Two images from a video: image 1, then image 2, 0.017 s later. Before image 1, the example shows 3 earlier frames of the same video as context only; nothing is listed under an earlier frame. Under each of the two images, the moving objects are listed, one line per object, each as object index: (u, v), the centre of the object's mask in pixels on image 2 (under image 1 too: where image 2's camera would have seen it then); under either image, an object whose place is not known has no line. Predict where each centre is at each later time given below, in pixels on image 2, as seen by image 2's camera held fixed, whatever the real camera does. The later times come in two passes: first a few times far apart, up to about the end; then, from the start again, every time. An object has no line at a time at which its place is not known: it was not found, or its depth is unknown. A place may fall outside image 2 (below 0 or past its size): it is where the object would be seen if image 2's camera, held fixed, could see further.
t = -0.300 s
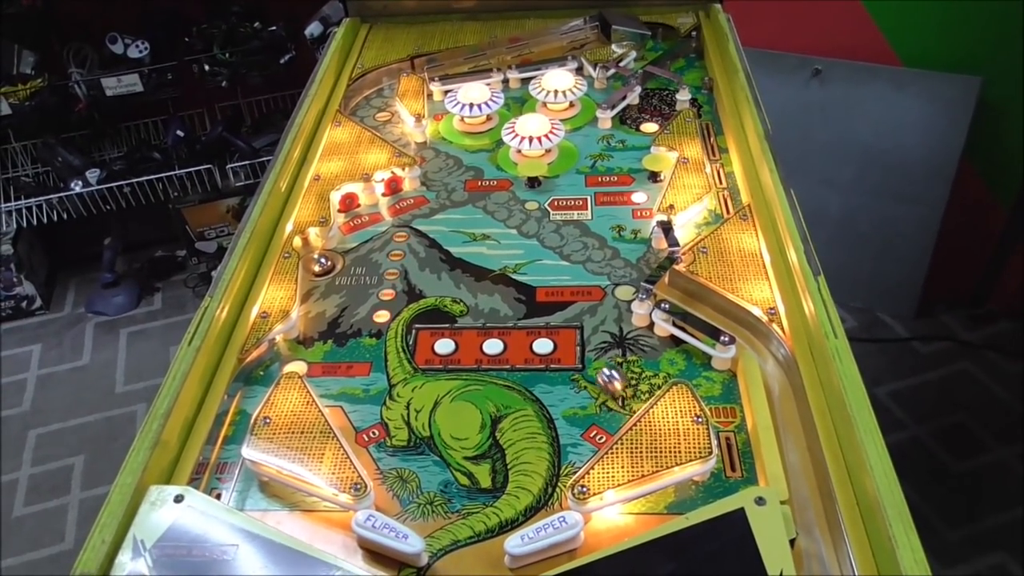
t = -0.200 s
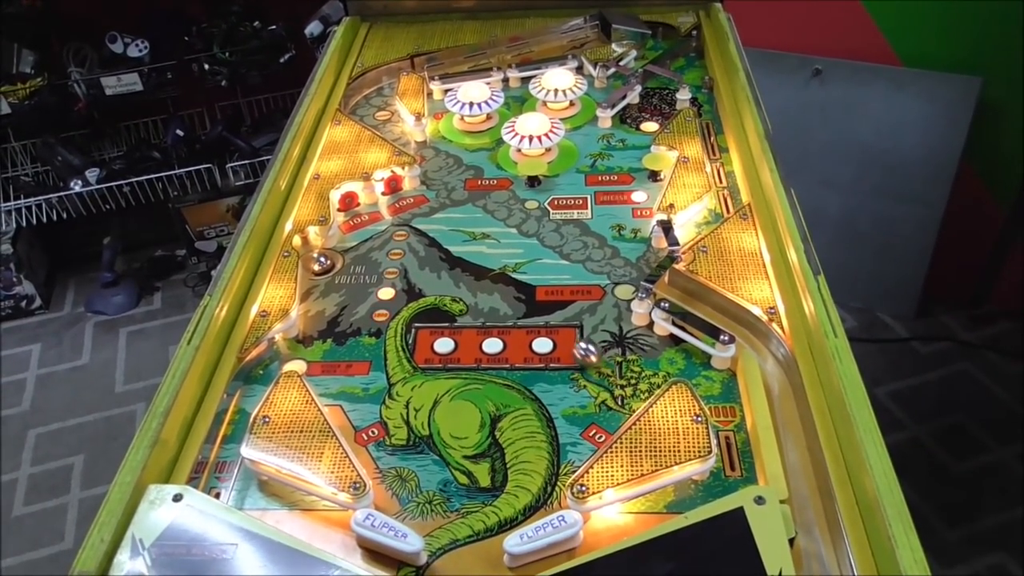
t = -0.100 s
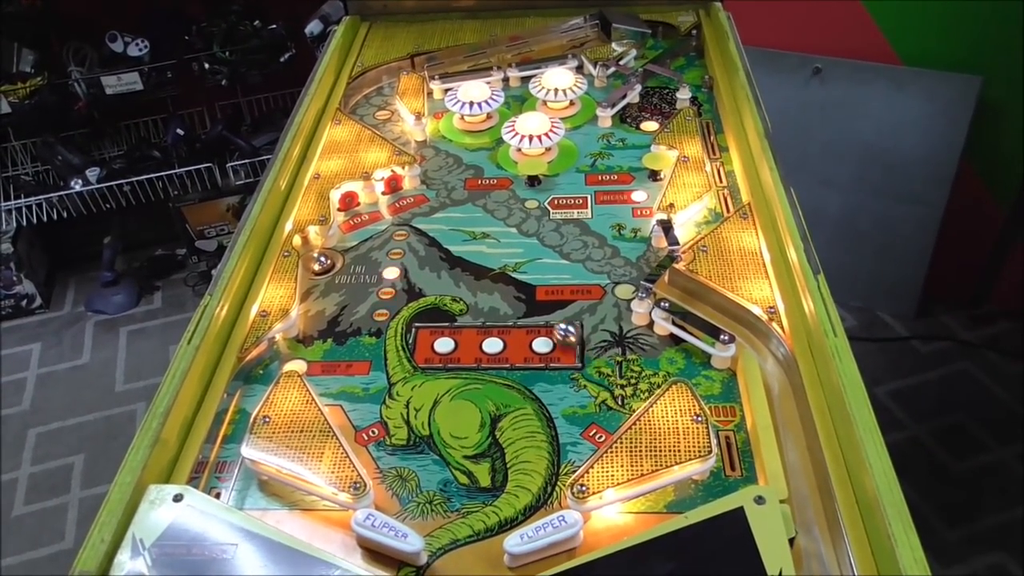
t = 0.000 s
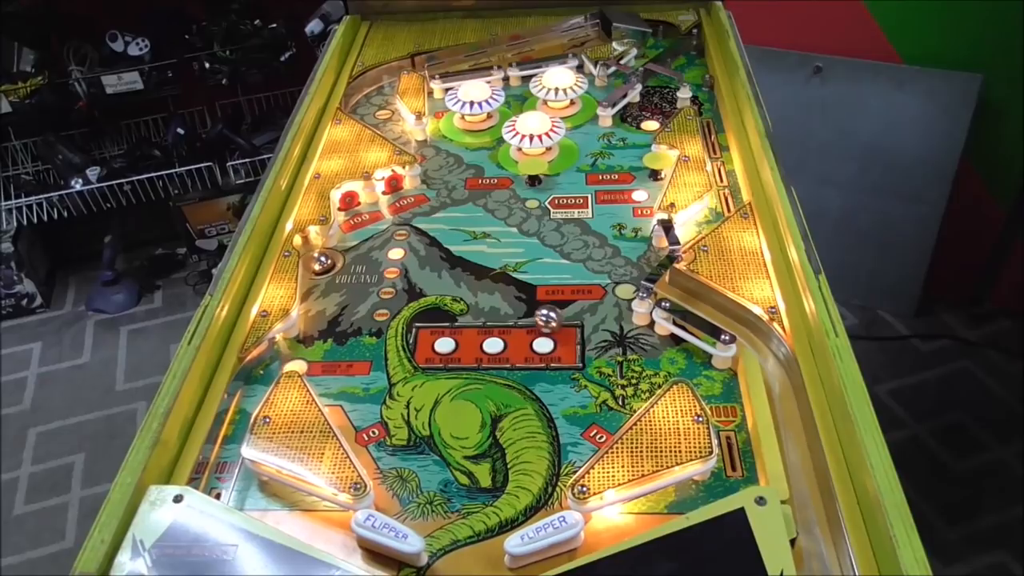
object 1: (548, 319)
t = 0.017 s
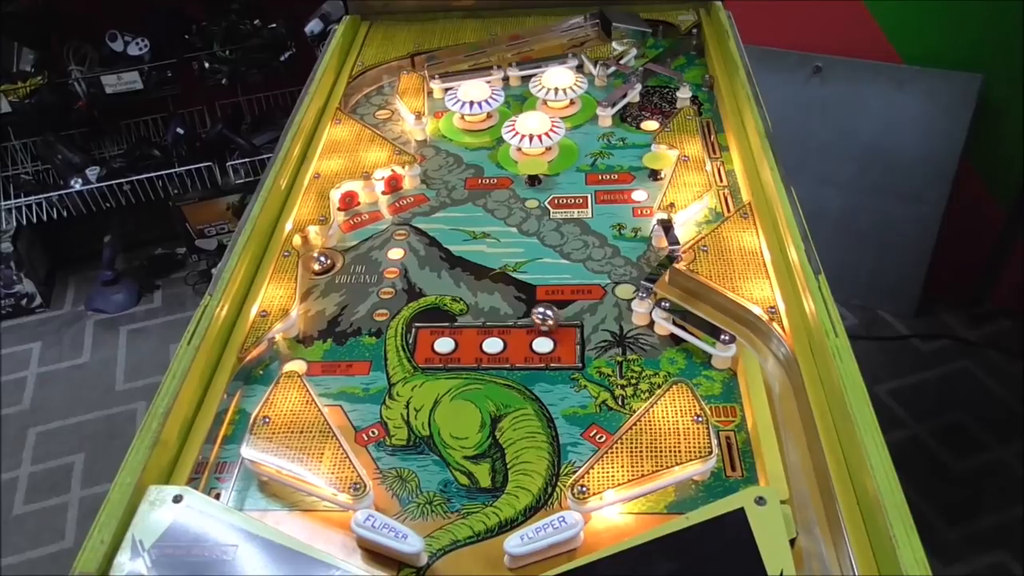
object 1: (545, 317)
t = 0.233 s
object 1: (508, 304)
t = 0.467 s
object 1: (471, 307)
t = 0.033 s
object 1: (542, 315)
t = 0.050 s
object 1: (539, 314)
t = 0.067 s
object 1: (536, 312)
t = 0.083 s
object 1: (533, 311)
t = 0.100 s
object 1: (530, 309)
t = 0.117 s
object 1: (527, 307)
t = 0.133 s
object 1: (524, 307)
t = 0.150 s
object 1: (522, 306)
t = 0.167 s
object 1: (519, 306)
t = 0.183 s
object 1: (516, 305)
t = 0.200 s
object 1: (514, 305)
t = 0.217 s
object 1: (511, 304)
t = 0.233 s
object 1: (508, 304)
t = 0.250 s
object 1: (505, 304)
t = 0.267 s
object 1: (503, 303)
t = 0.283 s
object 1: (500, 303)
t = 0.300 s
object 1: (497, 303)
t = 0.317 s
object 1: (494, 303)
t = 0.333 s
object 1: (492, 303)
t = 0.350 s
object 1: (490, 303)
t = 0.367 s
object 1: (487, 304)
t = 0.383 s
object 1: (484, 304)
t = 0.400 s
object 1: (482, 304)
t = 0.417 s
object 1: (479, 305)
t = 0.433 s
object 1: (477, 305)
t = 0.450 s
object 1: (474, 306)
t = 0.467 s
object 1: (471, 307)
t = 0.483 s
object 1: (469, 310)
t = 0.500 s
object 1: (466, 311)
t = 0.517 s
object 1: (463, 313)
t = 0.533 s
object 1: (461, 314)
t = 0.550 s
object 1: (458, 315)
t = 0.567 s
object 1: (455, 317)
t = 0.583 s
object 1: (453, 319)
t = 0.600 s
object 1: (450, 321)
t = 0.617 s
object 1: (447, 323)
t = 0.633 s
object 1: (444, 323)
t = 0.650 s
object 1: (443, 325)
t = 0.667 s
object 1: (440, 328)
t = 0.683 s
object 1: (438, 331)
